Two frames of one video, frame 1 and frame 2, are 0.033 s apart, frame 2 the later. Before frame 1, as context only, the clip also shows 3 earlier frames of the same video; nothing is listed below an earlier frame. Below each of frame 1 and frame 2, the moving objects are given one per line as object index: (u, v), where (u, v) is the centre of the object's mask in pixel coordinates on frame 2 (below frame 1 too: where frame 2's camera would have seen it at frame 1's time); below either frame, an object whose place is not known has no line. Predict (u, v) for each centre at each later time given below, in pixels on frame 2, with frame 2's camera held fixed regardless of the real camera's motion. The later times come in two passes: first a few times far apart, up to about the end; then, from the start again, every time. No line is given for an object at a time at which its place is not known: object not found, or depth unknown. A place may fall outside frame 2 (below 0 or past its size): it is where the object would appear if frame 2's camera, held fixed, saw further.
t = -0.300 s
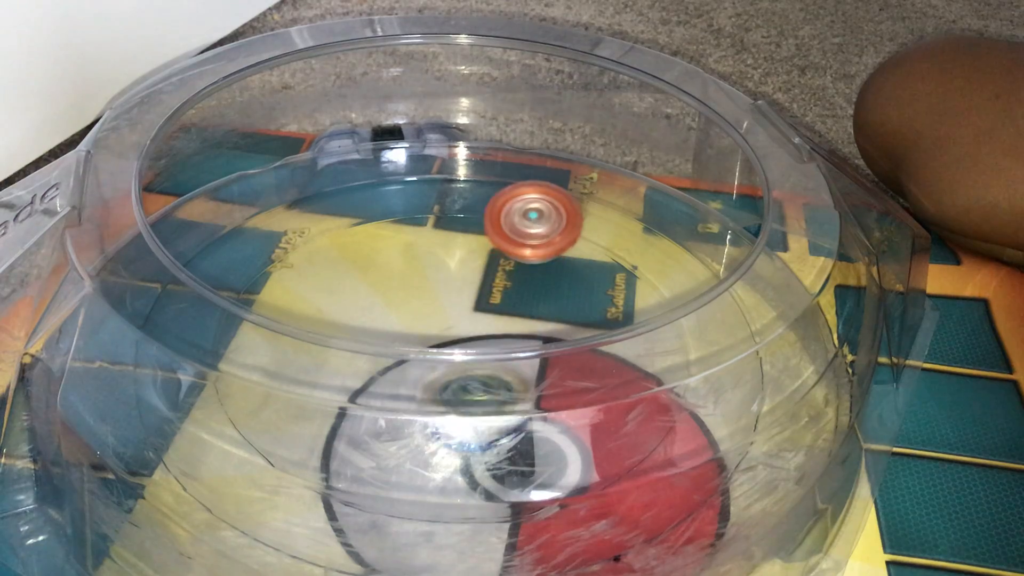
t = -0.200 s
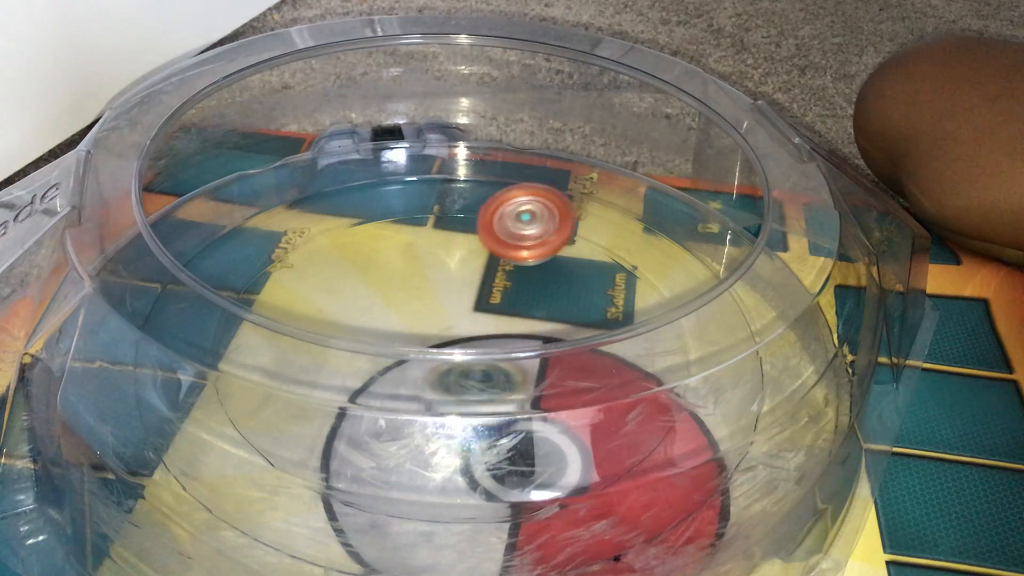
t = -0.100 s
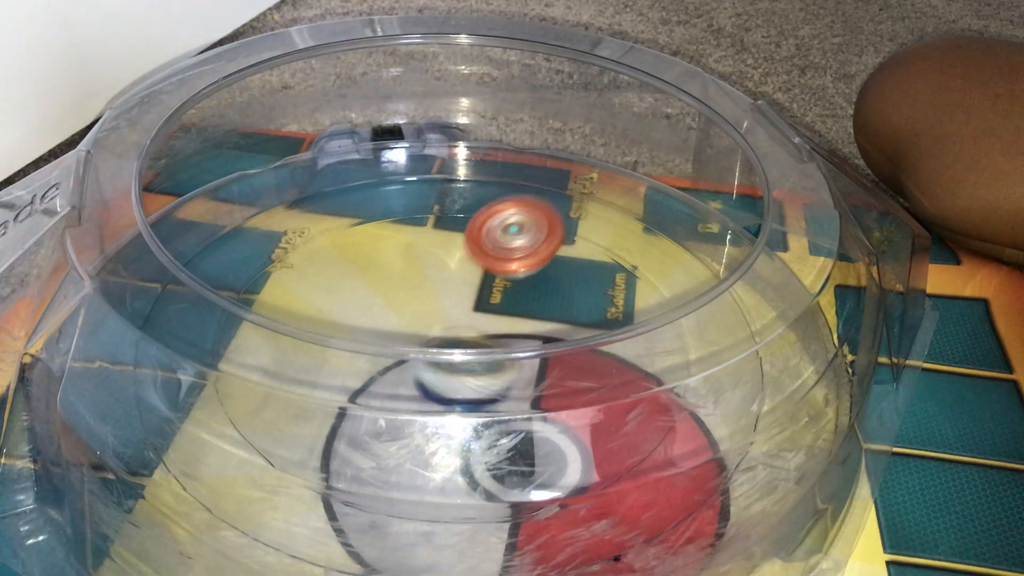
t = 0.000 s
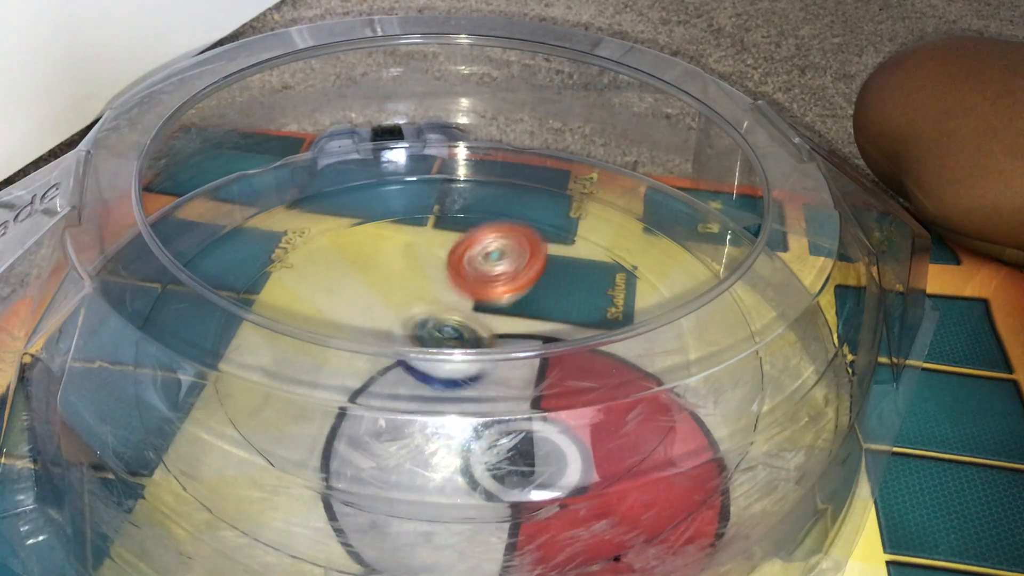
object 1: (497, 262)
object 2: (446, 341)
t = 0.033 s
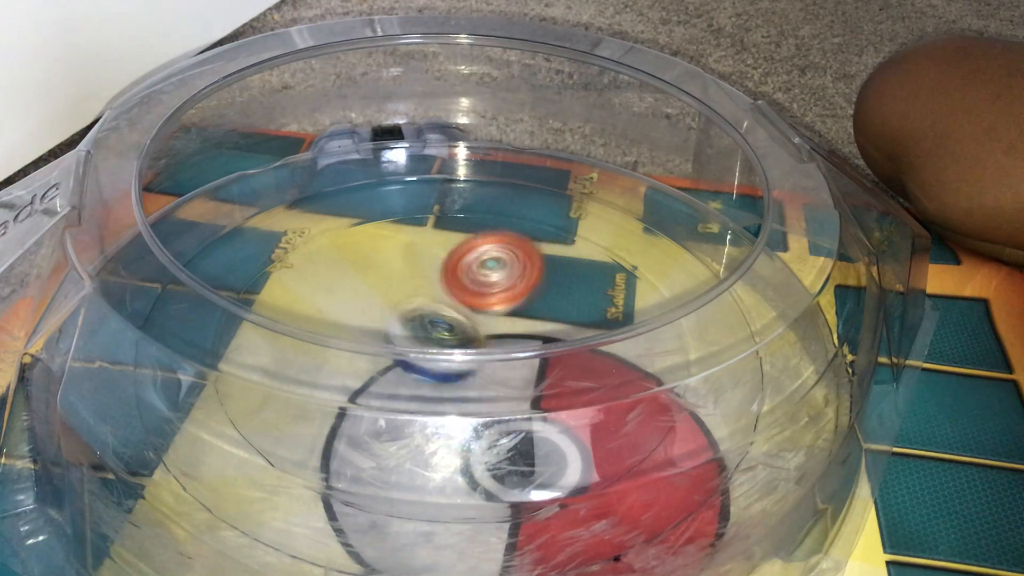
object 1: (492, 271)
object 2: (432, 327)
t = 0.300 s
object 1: (540, 299)
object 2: (382, 310)
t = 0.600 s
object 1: (537, 366)
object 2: (438, 288)
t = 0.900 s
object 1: (501, 394)
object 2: (497, 311)
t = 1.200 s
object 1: (400, 382)
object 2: (497, 349)
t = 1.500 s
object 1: (353, 329)
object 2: (485, 368)
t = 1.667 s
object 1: (386, 302)
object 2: (487, 349)
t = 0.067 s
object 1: (508, 271)
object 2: (414, 326)
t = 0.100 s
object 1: (525, 273)
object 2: (392, 323)
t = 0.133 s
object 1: (534, 277)
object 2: (383, 320)
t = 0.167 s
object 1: (539, 281)
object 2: (375, 319)
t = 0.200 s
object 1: (541, 285)
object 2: (372, 317)
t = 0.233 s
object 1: (541, 290)
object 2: (373, 315)
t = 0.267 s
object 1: (541, 294)
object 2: (377, 313)
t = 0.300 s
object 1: (540, 299)
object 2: (382, 310)
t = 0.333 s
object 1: (538, 304)
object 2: (387, 309)
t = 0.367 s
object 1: (536, 308)
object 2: (394, 307)
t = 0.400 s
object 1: (533, 312)
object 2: (402, 305)
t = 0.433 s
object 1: (530, 315)
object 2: (410, 301)
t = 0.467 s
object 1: (526, 318)
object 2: (419, 301)
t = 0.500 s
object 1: (522, 322)
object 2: (426, 300)
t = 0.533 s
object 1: (531, 344)
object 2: (427, 293)
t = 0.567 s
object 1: (537, 358)
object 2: (431, 290)
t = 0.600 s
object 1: (537, 366)
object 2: (438, 288)
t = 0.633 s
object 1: (536, 382)
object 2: (445, 287)
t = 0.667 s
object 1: (537, 384)
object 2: (454, 289)
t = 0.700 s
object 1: (535, 385)
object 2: (461, 290)
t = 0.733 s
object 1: (532, 387)
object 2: (469, 292)
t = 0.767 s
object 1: (528, 390)
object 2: (476, 295)
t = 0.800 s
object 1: (523, 391)
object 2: (483, 298)
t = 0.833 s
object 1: (517, 393)
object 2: (488, 303)
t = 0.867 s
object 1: (510, 393)
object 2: (493, 307)
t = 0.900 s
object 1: (501, 394)
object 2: (497, 311)
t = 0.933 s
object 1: (494, 394)
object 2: (500, 314)
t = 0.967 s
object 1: (484, 391)
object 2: (504, 318)
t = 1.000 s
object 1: (473, 391)
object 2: (505, 321)
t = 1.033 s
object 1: (464, 389)
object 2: (506, 324)
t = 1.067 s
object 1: (449, 390)
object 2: (508, 326)
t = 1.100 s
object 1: (431, 390)
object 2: (509, 327)
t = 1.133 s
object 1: (419, 389)
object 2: (505, 338)
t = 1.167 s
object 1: (408, 388)
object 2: (501, 344)
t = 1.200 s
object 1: (400, 382)
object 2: (497, 349)
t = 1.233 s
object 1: (395, 379)
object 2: (492, 349)
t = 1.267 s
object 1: (383, 376)
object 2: (493, 362)
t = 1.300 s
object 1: (373, 373)
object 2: (492, 362)
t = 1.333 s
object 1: (367, 370)
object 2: (487, 364)
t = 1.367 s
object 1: (360, 359)
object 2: (482, 366)
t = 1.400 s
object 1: (359, 353)
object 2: (478, 370)
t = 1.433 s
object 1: (354, 344)
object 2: (478, 368)
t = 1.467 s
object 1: (351, 336)
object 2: (481, 367)
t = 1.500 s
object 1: (353, 329)
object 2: (485, 368)
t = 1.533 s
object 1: (354, 316)
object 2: (487, 365)
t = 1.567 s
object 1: (362, 314)
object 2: (487, 362)
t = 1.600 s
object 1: (372, 312)
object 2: (484, 349)
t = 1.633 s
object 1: (383, 309)
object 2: (480, 349)
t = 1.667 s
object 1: (386, 302)
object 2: (487, 349)
